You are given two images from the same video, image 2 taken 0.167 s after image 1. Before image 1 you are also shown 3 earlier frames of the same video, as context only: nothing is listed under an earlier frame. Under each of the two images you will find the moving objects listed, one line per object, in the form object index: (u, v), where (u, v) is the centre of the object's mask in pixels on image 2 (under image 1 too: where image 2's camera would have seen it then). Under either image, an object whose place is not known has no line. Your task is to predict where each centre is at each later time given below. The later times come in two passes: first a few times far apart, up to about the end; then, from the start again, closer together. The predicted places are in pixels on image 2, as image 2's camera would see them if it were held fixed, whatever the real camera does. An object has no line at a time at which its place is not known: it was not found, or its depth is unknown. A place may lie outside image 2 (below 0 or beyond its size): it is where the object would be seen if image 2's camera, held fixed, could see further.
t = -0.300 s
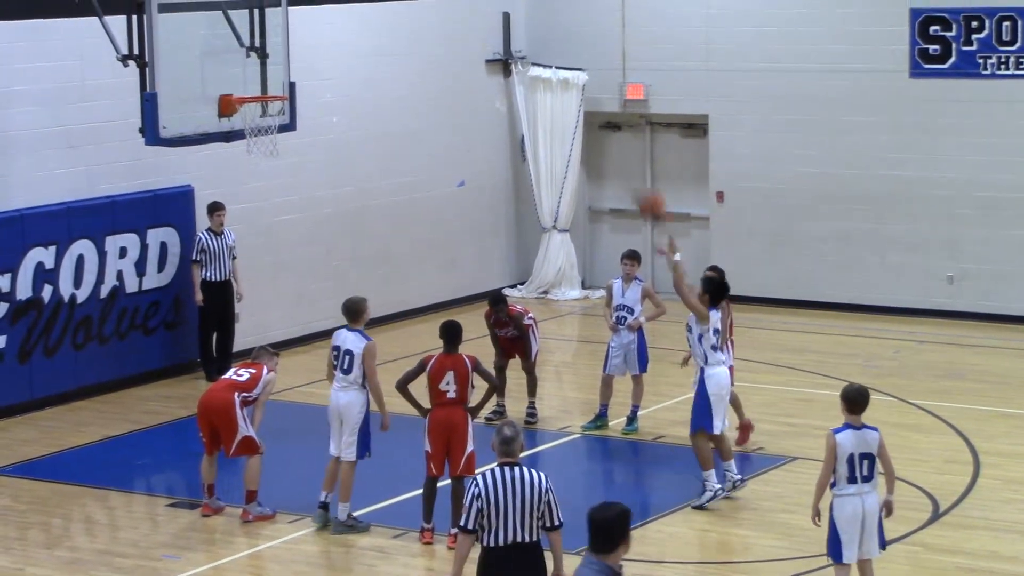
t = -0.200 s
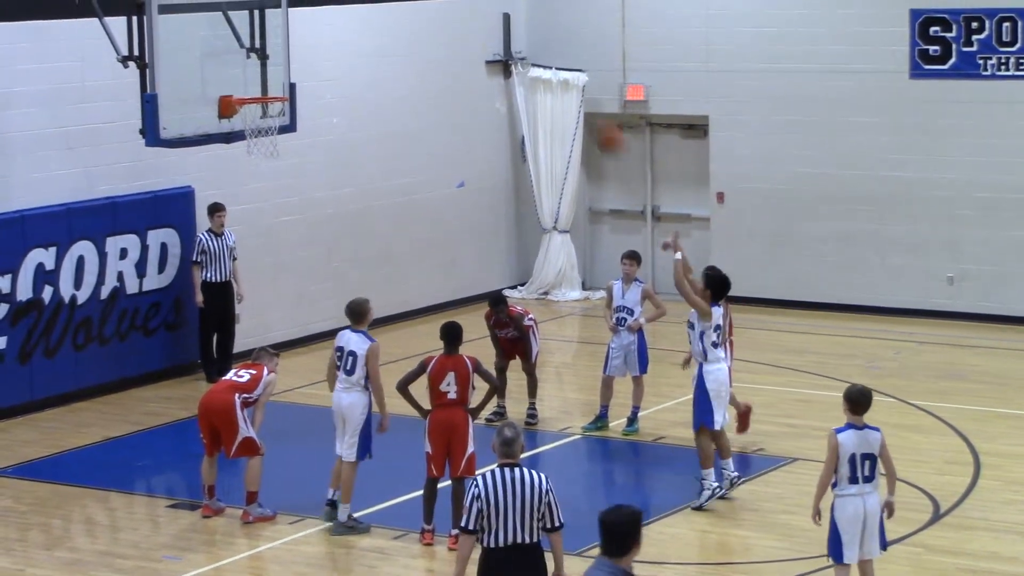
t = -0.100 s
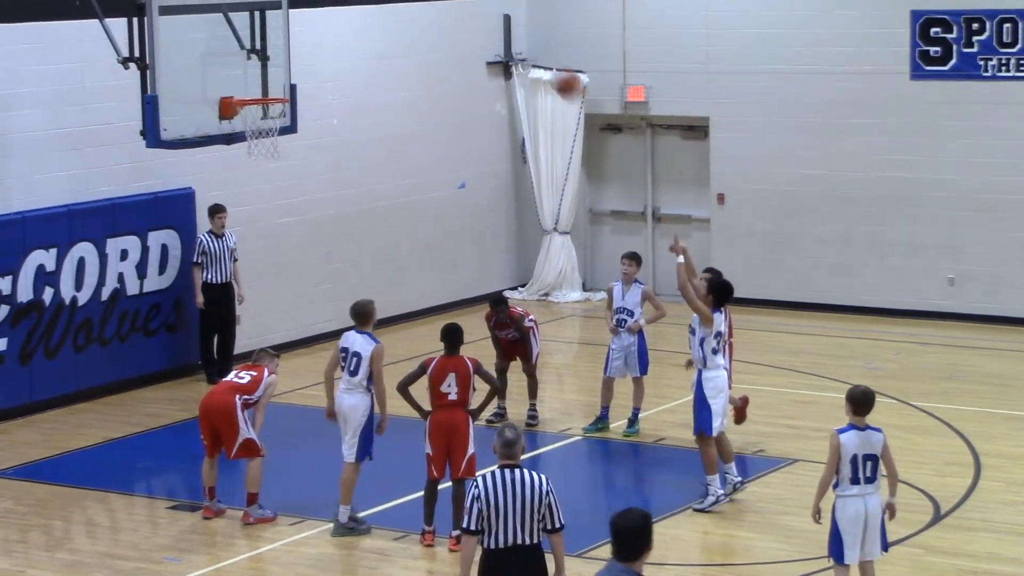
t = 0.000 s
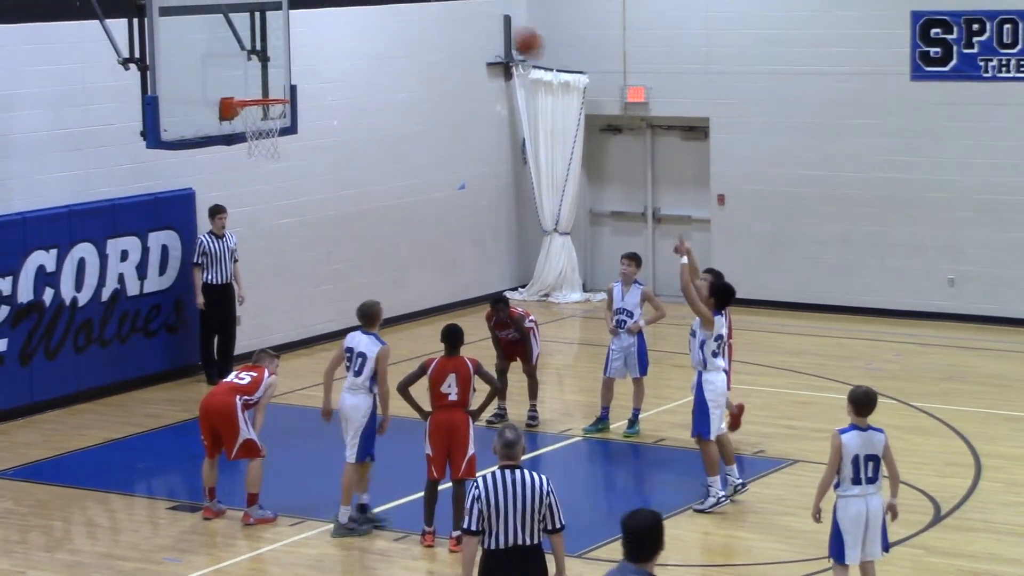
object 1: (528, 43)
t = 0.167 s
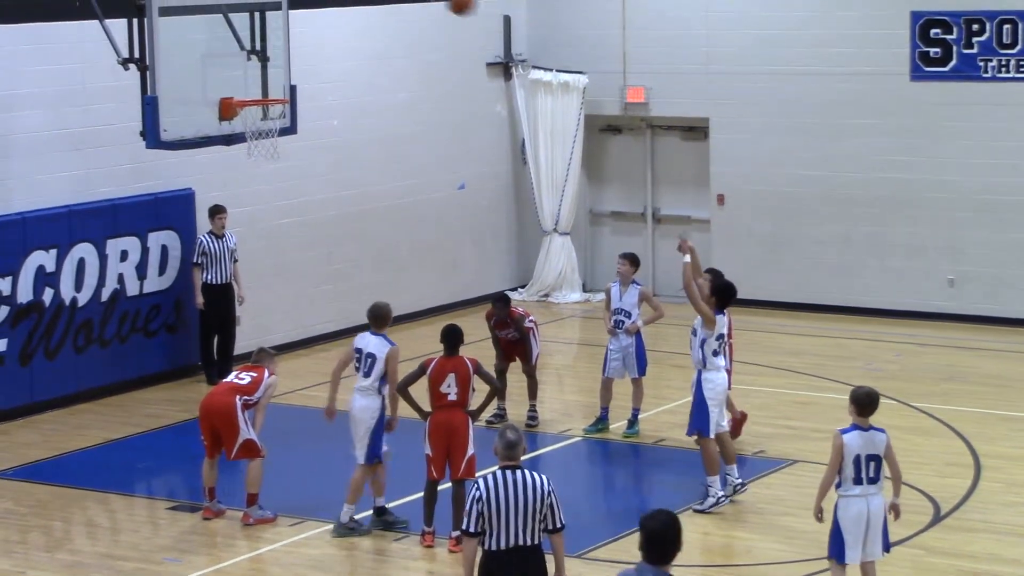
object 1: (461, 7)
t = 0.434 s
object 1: (362, 8)
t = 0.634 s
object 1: (296, 60)
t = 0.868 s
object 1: (244, 147)
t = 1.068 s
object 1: (221, 239)
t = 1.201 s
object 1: (209, 324)
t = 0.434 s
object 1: (362, 8)
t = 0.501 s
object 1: (341, 17)
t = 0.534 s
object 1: (329, 27)
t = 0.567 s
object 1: (319, 37)
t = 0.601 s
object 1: (308, 47)
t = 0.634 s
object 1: (296, 60)
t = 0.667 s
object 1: (286, 73)
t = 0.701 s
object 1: (275, 87)
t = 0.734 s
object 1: (266, 105)
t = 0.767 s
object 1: (257, 117)
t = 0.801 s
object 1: (252, 128)
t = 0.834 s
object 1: (248, 140)
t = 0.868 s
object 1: (244, 147)
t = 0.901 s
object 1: (239, 162)
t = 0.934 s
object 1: (236, 176)
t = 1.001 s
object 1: (229, 203)
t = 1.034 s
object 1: (225, 220)
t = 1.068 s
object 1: (221, 239)
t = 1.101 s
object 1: (217, 261)
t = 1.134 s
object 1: (214, 283)
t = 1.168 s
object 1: (213, 301)
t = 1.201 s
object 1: (209, 324)
